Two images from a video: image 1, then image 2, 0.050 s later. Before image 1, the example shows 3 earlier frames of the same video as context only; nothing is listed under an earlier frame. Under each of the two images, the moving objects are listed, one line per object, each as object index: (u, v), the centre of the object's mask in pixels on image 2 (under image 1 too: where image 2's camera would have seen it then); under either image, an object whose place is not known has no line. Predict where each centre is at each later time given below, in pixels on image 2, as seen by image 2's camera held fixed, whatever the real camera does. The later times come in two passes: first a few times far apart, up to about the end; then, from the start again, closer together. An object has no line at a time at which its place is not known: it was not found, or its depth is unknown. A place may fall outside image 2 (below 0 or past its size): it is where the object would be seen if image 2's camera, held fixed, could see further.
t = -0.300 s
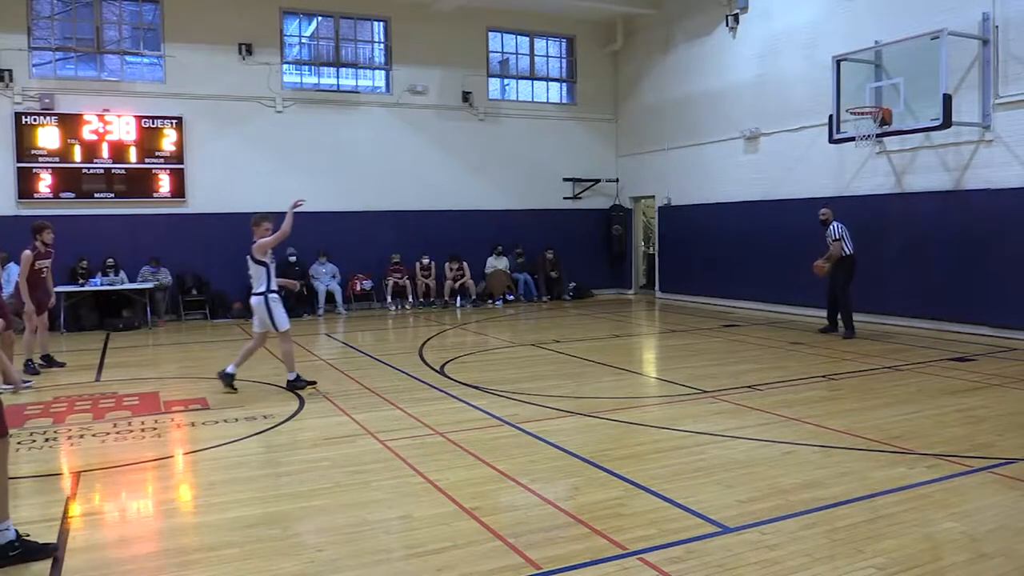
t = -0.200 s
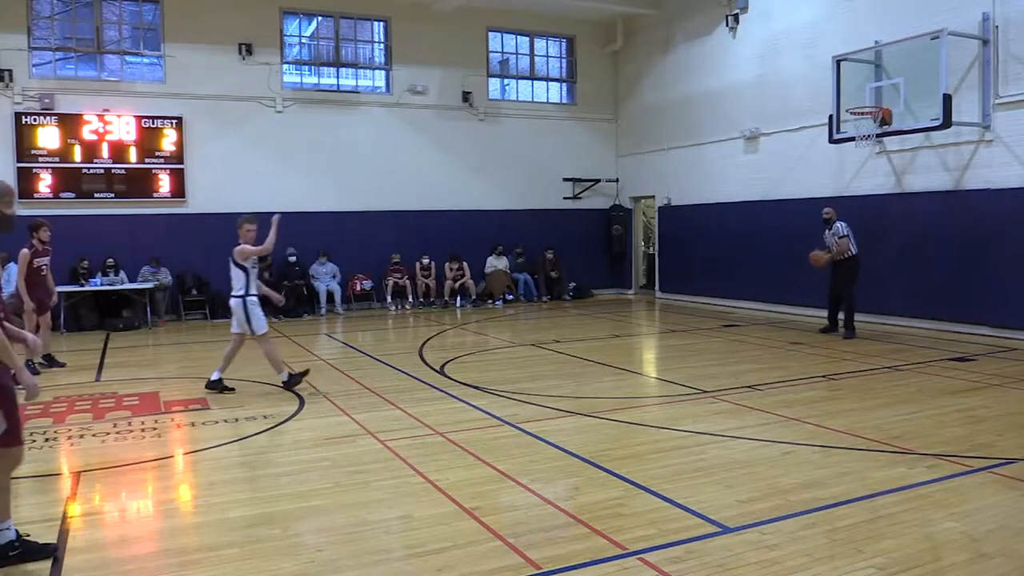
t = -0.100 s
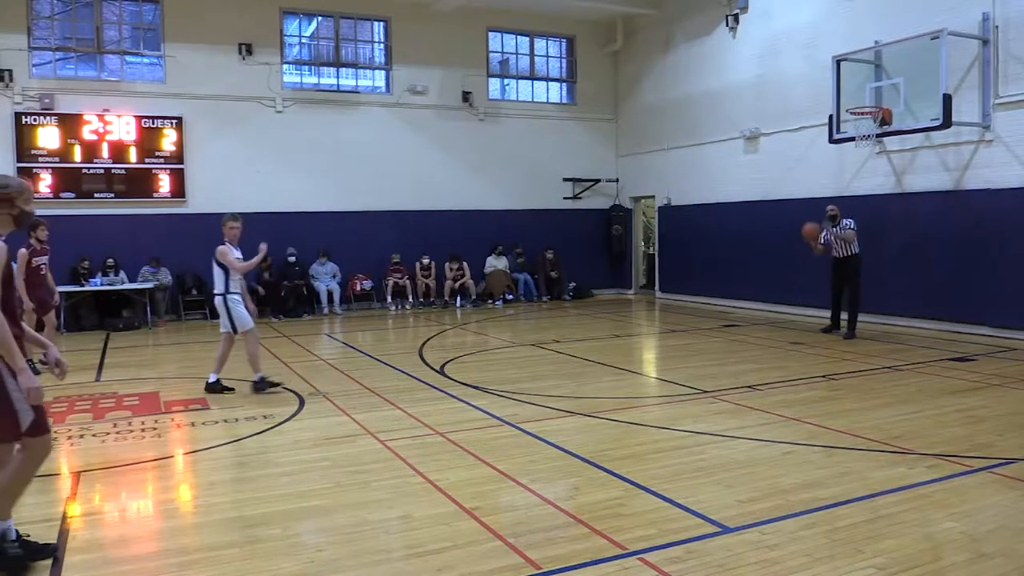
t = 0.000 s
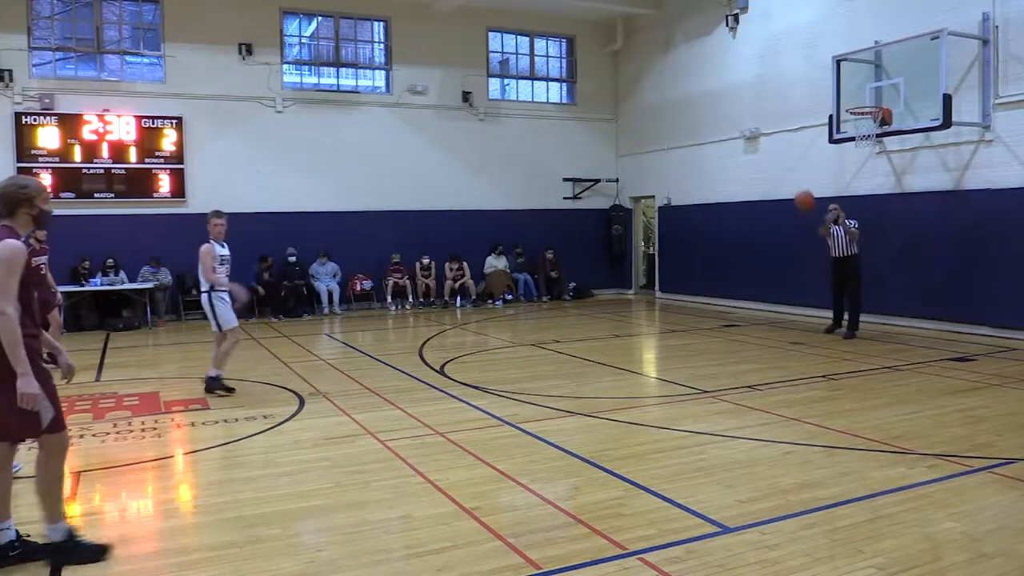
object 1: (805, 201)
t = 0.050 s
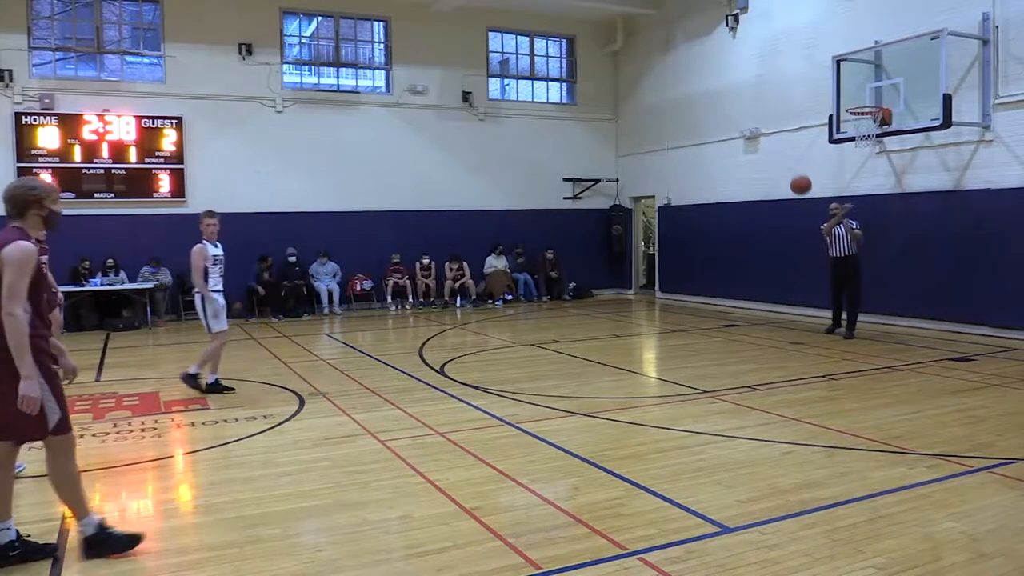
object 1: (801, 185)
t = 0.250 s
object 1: (782, 130)
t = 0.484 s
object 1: (750, 91)
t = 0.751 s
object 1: (677, 131)
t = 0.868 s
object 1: (606, 232)
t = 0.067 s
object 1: (799, 180)
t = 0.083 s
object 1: (798, 175)
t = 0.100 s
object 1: (797, 170)
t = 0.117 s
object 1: (795, 165)
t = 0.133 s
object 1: (794, 160)
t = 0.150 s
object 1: (792, 156)
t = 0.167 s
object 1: (791, 151)
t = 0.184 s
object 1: (789, 147)
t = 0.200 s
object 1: (787, 143)
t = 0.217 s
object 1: (786, 138)
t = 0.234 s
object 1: (784, 134)
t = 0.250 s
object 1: (782, 130)
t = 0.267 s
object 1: (781, 126)
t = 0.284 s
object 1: (779, 123)
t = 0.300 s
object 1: (777, 119)
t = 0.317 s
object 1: (775, 116)
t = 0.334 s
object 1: (773, 112)
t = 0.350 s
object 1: (770, 109)
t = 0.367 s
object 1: (769, 106)
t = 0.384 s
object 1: (766, 104)
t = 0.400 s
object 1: (764, 101)
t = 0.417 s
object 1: (761, 99)
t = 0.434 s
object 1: (759, 96)
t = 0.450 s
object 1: (756, 94)
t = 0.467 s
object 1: (753, 93)
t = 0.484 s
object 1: (750, 91)
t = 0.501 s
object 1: (747, 90)
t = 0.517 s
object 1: (744, 90)
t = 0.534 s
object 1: (741, 89)
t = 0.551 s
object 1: (738, 89)
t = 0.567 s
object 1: (734, 89)
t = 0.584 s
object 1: (730, 90)
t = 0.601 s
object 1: (726, 91)
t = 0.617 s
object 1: (722, 92)
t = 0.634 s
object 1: (717, 95)
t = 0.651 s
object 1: (713, 97)
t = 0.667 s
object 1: (707, 101)
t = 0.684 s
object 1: (702, 105)
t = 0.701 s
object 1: (697, 109)
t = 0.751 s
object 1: (677, 131)
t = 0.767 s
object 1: (670, 139)
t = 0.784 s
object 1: (662, 150)
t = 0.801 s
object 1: (654, 162)
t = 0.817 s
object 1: (644, 176)
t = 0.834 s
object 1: (632, 192)
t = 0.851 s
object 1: (619, 211)
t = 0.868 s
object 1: (606, 232)
